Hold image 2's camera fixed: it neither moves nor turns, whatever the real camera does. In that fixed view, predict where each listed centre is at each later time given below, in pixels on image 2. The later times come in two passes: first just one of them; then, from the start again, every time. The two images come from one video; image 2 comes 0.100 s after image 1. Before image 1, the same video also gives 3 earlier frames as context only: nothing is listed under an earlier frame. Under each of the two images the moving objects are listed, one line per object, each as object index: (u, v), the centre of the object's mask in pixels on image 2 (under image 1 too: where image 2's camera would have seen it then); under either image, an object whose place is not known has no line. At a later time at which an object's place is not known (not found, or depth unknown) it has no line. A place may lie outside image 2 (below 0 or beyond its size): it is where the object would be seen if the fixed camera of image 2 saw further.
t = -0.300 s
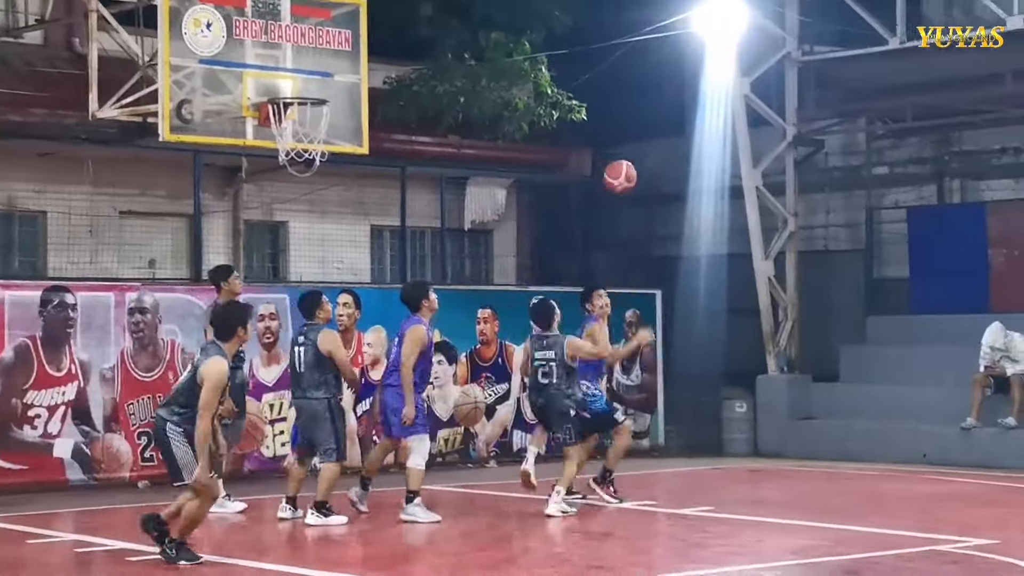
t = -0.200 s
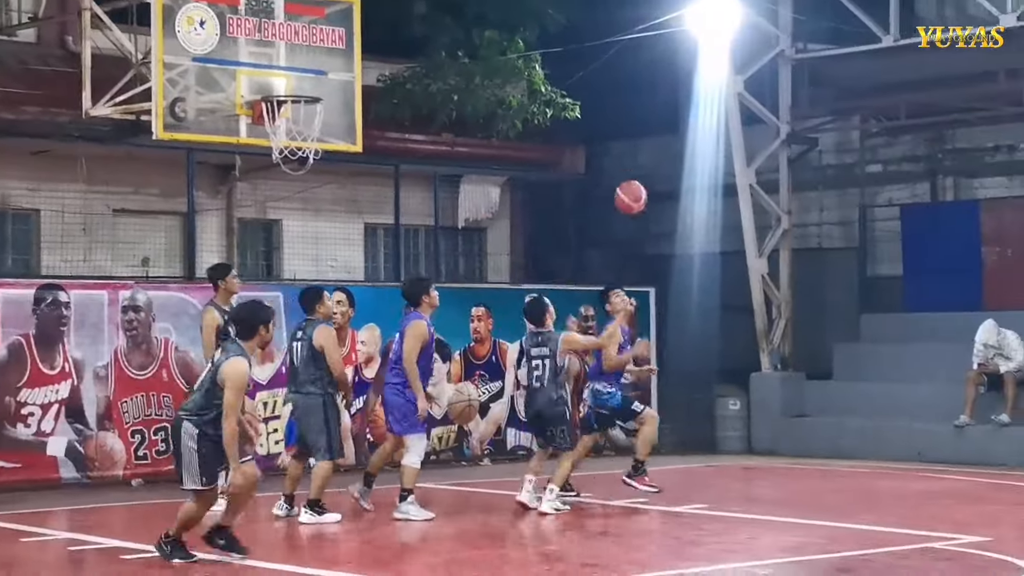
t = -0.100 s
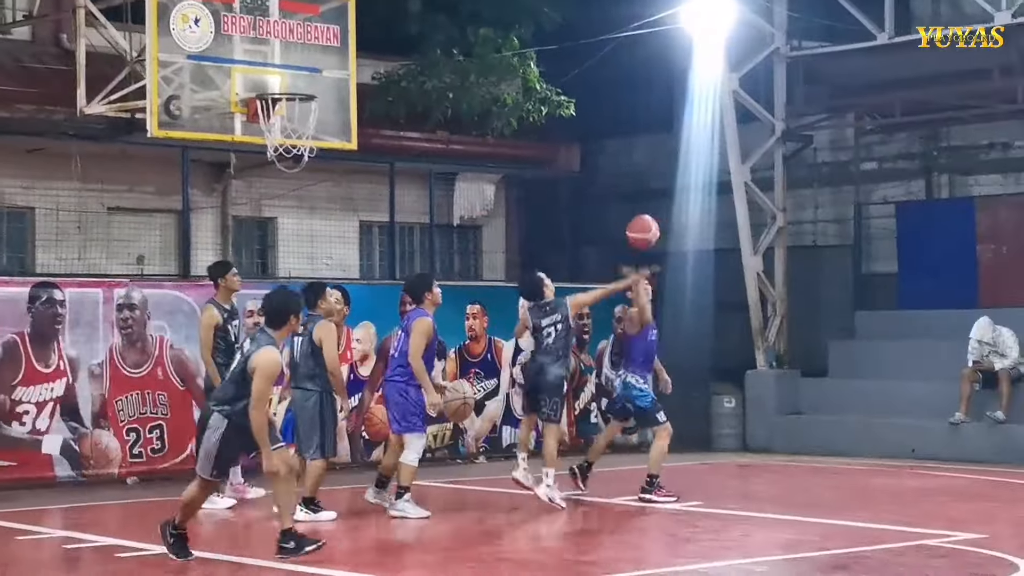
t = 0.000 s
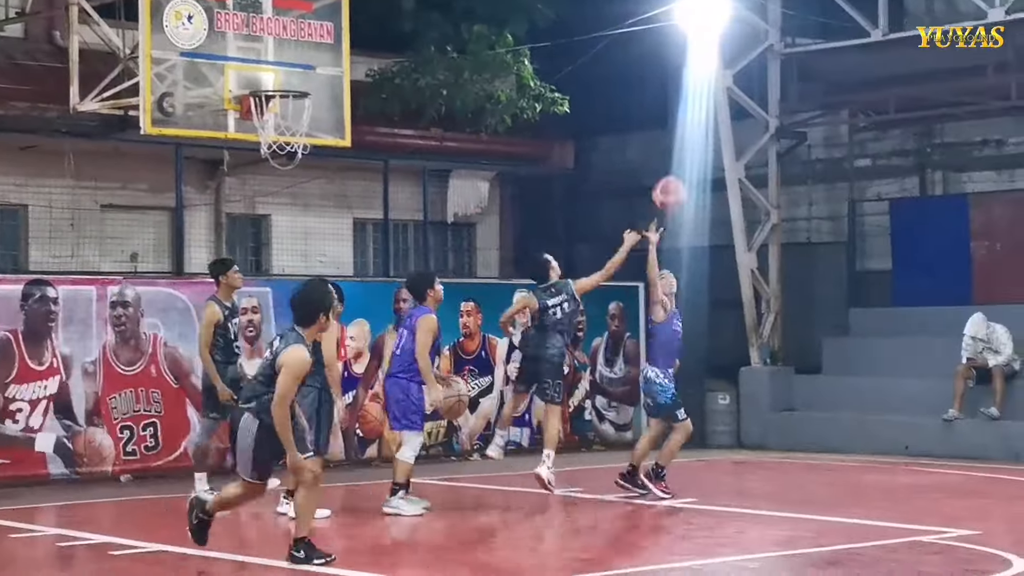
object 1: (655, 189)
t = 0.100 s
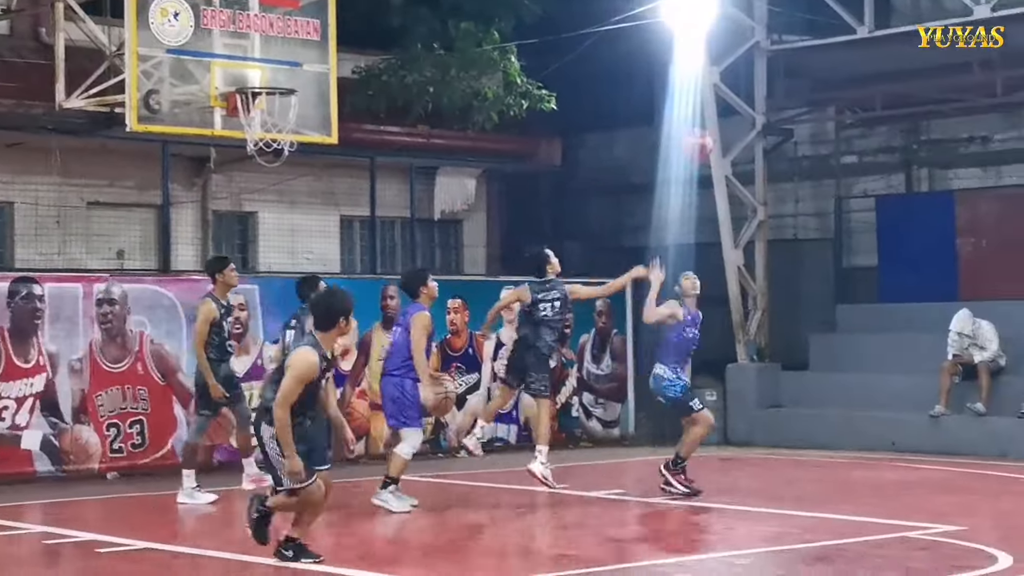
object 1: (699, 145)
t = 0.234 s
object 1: (744, 109)
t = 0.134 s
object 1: (712, 134)
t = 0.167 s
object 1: (717, 128)
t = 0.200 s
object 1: (731, 117)
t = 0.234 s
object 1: (744, 109)
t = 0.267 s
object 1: (758, 102)
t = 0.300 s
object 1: (771, 97)
